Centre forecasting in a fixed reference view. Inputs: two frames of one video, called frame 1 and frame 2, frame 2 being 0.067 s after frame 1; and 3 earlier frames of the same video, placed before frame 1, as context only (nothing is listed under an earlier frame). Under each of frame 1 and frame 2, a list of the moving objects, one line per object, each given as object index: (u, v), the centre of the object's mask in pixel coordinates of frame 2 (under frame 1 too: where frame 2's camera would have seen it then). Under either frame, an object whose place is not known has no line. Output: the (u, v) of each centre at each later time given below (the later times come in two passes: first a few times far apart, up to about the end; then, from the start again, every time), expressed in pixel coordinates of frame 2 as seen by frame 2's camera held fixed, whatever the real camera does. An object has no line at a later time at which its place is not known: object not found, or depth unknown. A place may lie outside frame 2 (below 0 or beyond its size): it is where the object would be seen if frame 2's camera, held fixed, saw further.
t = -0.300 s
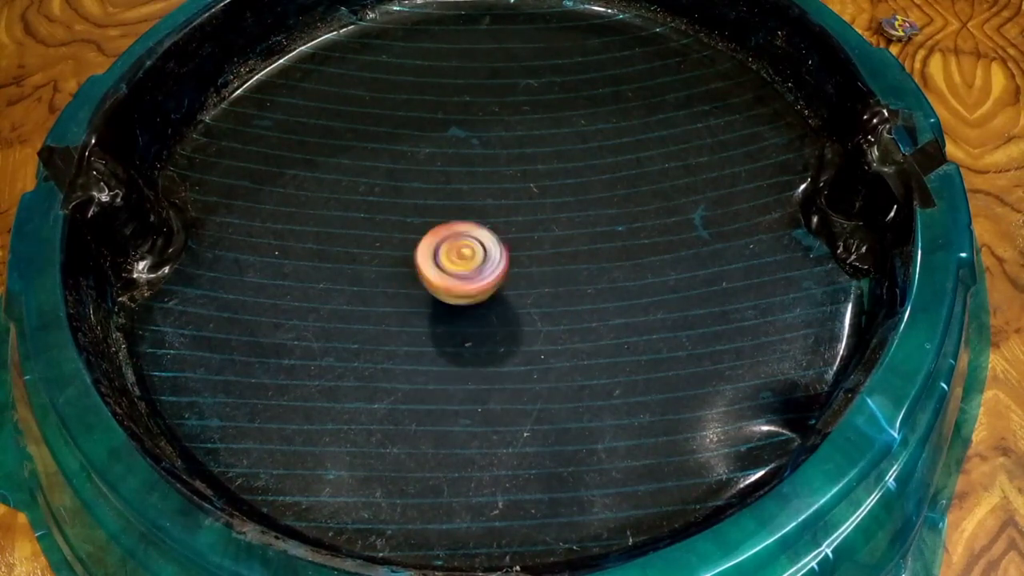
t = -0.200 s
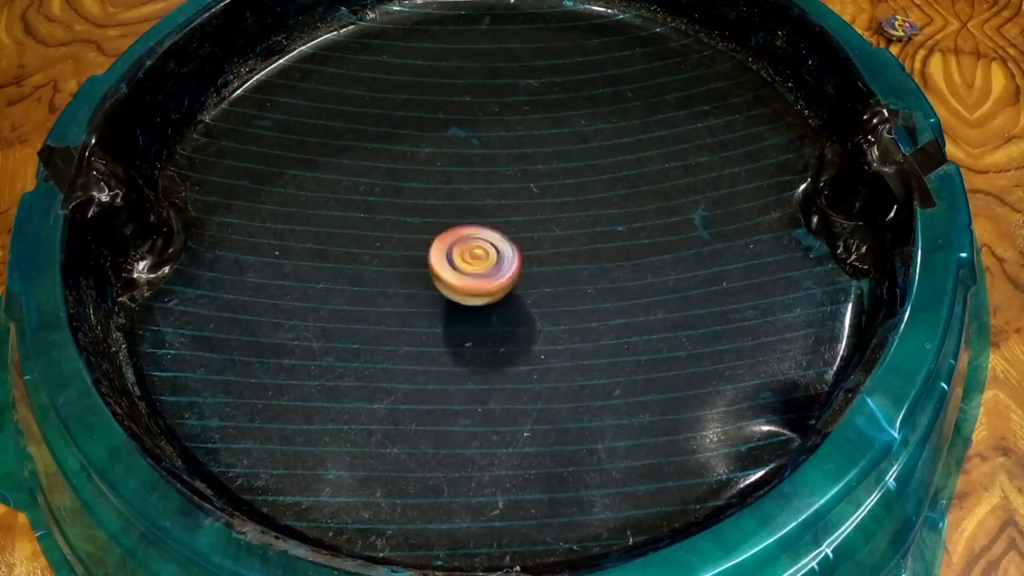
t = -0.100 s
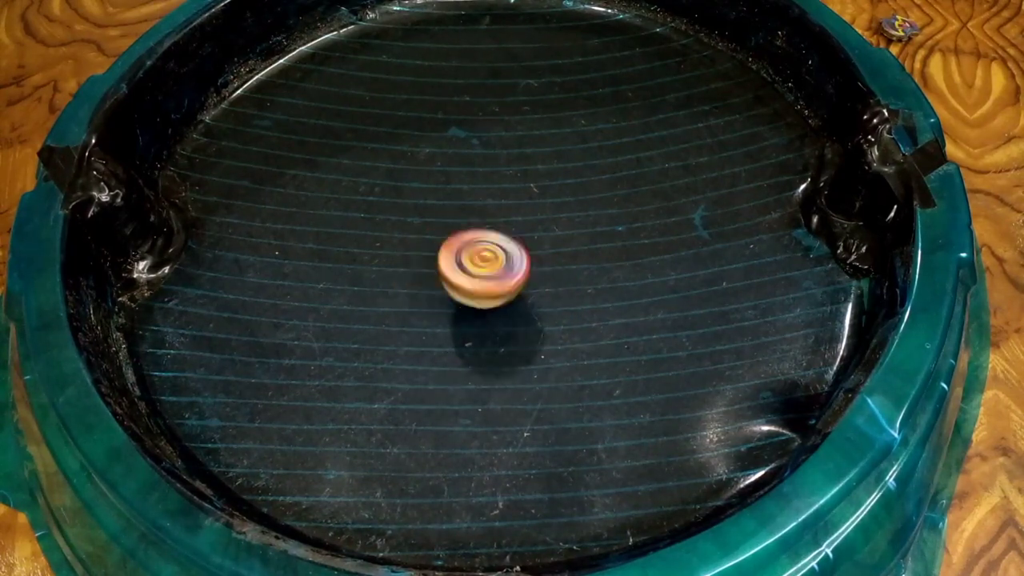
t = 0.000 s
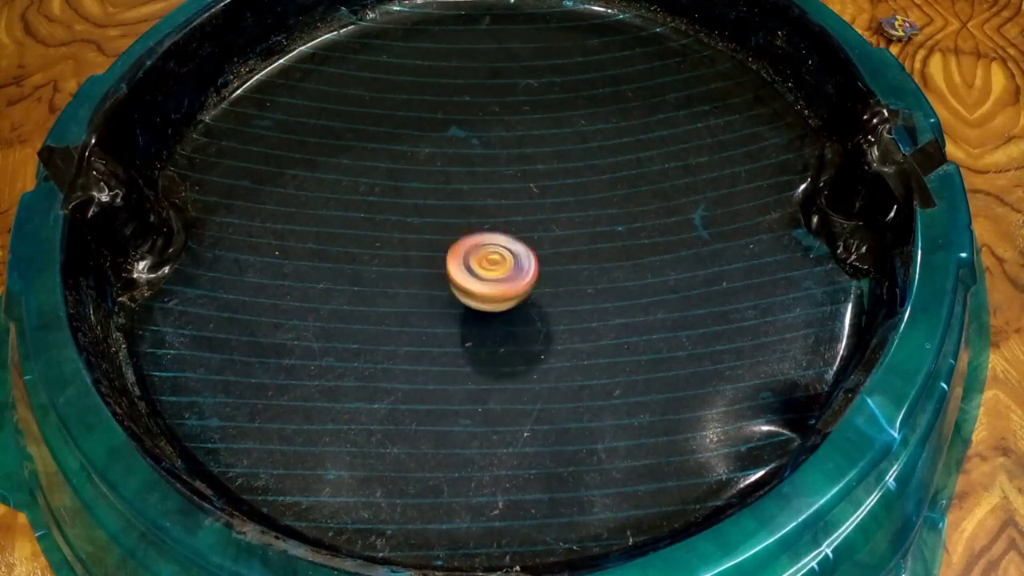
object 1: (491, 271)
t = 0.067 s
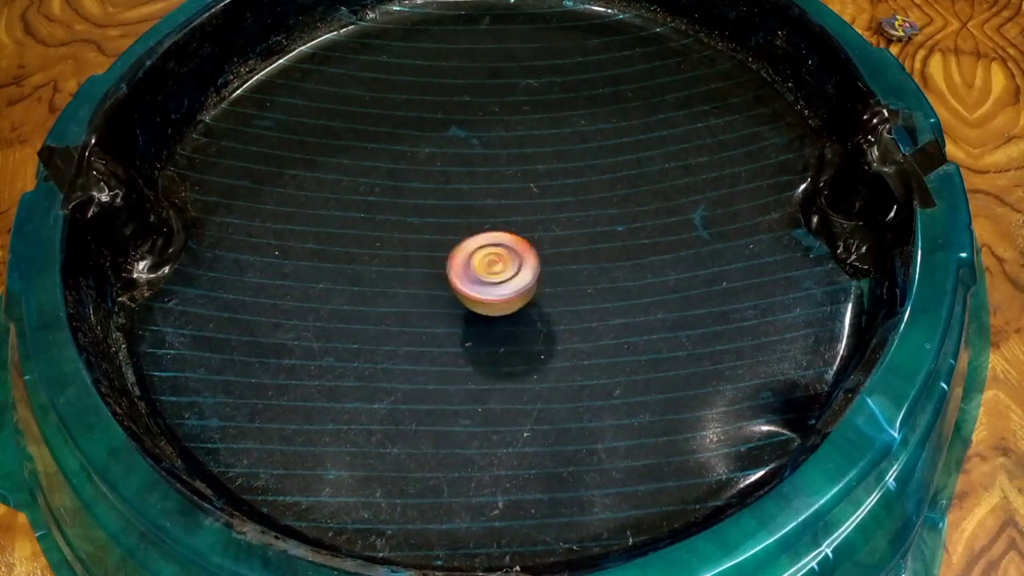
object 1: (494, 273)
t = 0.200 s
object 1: (504, 277)
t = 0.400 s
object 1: (508, 287)
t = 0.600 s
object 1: (504, 299)
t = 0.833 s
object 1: (495, 310)
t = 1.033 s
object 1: (483, 313)
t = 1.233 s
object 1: (473, 310)
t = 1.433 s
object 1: (465, 301)
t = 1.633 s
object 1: (455, 290)
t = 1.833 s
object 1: (453, 279)
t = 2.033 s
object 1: (461, 273)
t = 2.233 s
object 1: (462, 267)
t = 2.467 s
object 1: (460, 265)
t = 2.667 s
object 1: (468, 266)
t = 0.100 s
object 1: (498, 273)
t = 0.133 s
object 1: (499, 274)
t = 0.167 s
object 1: (500, 276)
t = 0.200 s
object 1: (504, 277)
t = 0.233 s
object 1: (505, 278)
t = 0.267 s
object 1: (505, 280)
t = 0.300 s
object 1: (507, 281)
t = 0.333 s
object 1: (507, 283)
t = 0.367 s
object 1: (506, 285)
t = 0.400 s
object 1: (508, 287)
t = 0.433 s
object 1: (507, 288)
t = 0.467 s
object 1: (505, 291)
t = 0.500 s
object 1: (506, 293)
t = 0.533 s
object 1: (506, 294)
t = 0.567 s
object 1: (503, 297)
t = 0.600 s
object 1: (504, 299)
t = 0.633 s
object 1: (503, 301)
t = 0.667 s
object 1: (500, 303)
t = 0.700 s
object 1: (500, 305)
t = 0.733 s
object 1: (499, 306)
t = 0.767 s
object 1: (495, 307)
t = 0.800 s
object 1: (495, 309)
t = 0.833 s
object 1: (495, 310)
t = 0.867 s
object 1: (494, 310)
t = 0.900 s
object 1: (489, 312)
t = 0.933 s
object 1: (488, 313)
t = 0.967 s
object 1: (489, 312)
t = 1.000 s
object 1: (484, 312)
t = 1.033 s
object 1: (483, 313)
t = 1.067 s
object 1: (485, 313)
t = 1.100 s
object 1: (483, 312)
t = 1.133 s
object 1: (480, 313)
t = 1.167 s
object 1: (479, 312)
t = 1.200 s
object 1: (477, 311)
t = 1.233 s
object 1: (473, 310)
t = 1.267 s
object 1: (473, 309)
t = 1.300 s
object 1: (471, 307)
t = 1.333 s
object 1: (467, 306)
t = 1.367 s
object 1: (467, 305)
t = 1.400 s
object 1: (468, 303)
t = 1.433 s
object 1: (465, 301)
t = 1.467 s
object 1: (462, 300)
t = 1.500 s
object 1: (462, 298)
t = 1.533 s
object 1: (460, 296)
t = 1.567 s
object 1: (457, 294)
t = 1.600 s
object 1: (456, 292)
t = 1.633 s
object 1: (455, 290)
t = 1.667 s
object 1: (454, 289)
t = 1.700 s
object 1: (453, 287)
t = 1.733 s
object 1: (453, 284)
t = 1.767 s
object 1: (452, 282)
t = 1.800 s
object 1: (452, 281)
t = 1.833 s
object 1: (453, 279)
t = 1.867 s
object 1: (453, 277)
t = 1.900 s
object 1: (454, 276)
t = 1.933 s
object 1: (455, 275)
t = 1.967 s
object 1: (455, 274)
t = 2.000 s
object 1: (457, 273)
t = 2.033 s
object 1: (461, 273)
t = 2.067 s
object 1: (461, 272)
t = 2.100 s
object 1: (458, 272)
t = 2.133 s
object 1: (459, 272)
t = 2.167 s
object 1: (466, 271)
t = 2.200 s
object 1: (467, 268)
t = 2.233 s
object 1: (462, 267)
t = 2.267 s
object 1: (459, 269)
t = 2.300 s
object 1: (461, 270)
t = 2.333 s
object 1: (464, 269)
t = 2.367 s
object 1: (467, 268)
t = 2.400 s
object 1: (468, 266)
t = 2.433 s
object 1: (464, 264)
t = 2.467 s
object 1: (460, 265)
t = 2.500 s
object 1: (461, 267)
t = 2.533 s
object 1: (468, 267)
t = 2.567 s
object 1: (470, 265)
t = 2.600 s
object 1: (469, 264)
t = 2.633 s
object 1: (467, 266)
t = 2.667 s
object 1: (468, 266)
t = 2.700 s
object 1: (470, 266)
